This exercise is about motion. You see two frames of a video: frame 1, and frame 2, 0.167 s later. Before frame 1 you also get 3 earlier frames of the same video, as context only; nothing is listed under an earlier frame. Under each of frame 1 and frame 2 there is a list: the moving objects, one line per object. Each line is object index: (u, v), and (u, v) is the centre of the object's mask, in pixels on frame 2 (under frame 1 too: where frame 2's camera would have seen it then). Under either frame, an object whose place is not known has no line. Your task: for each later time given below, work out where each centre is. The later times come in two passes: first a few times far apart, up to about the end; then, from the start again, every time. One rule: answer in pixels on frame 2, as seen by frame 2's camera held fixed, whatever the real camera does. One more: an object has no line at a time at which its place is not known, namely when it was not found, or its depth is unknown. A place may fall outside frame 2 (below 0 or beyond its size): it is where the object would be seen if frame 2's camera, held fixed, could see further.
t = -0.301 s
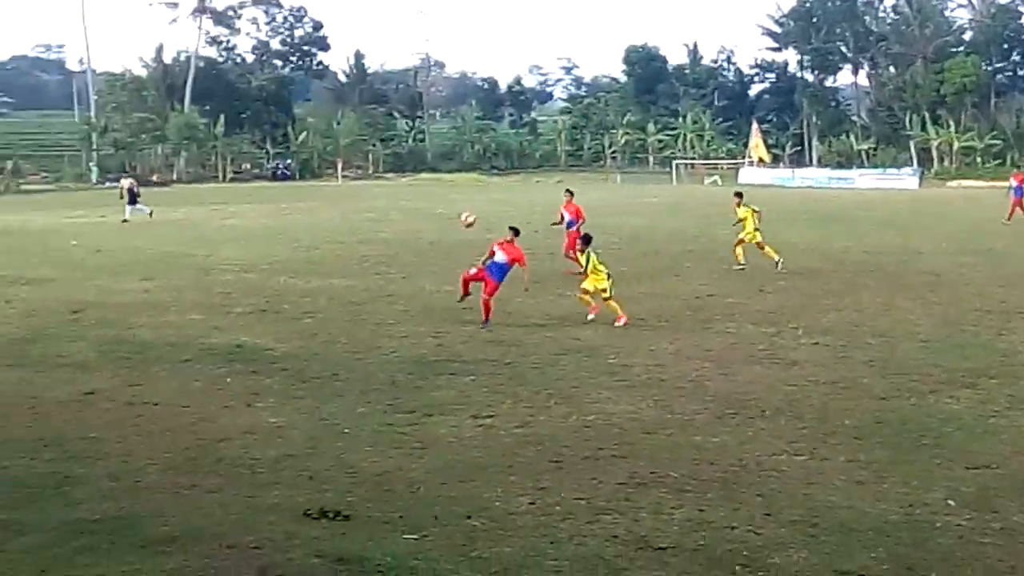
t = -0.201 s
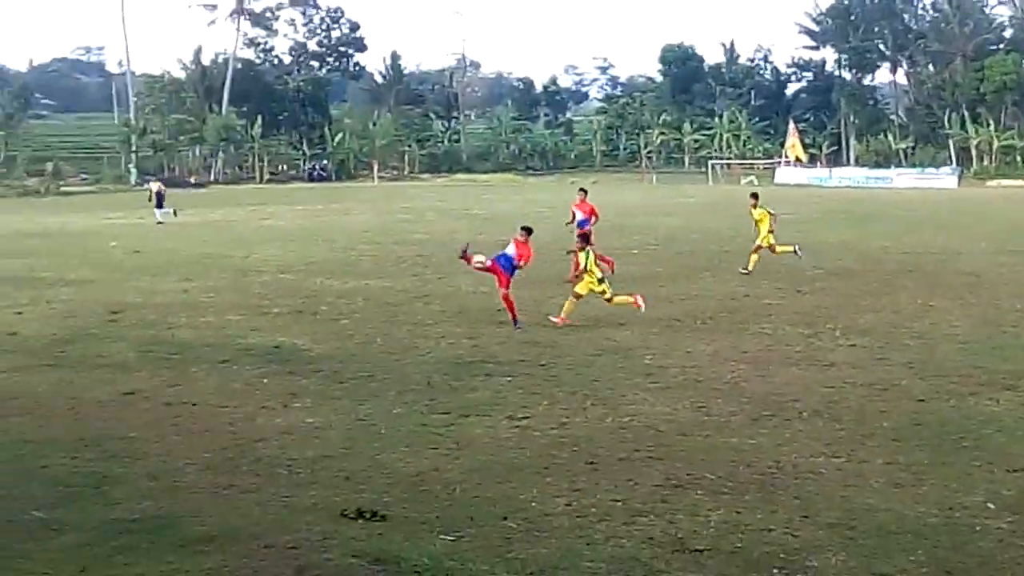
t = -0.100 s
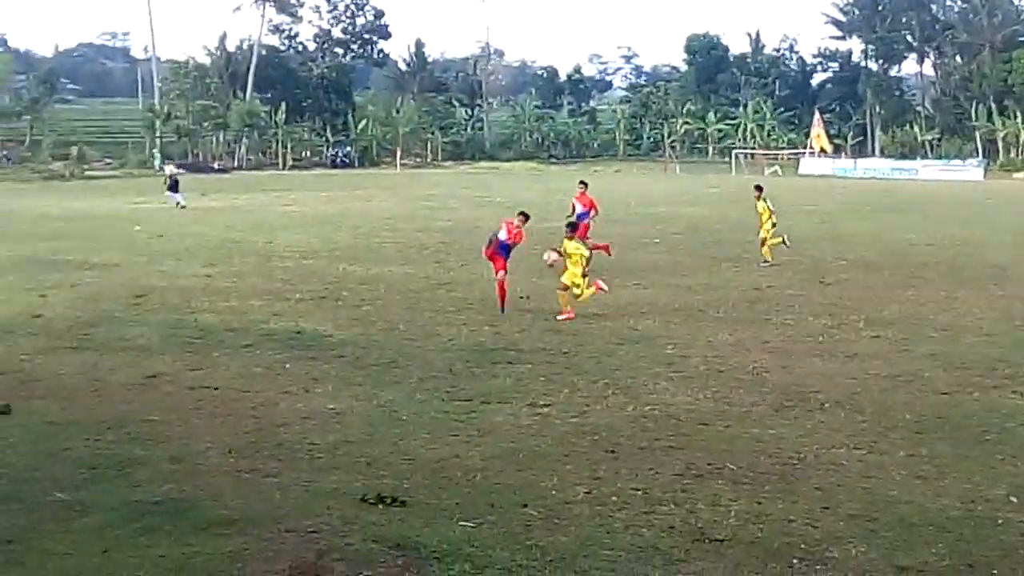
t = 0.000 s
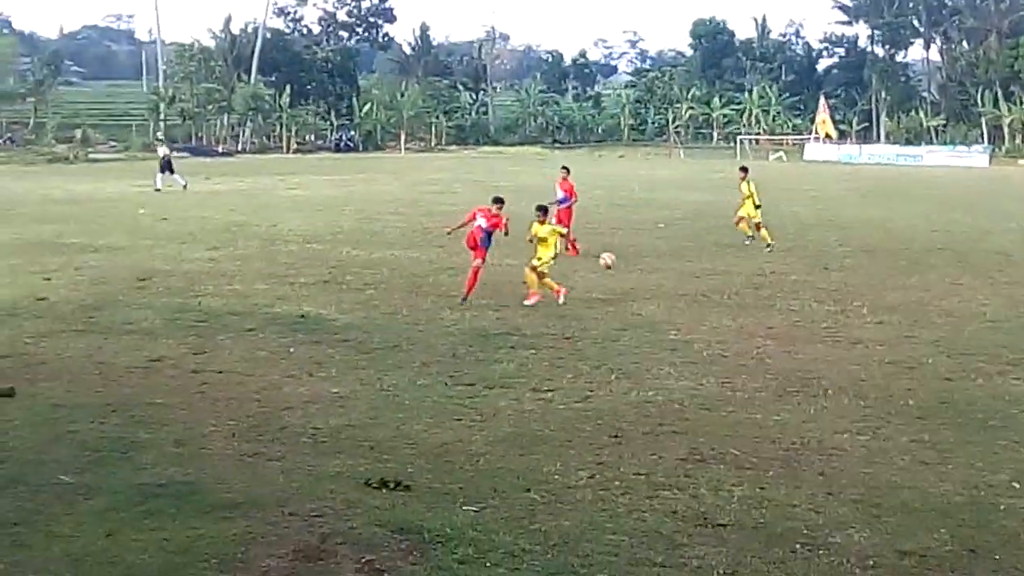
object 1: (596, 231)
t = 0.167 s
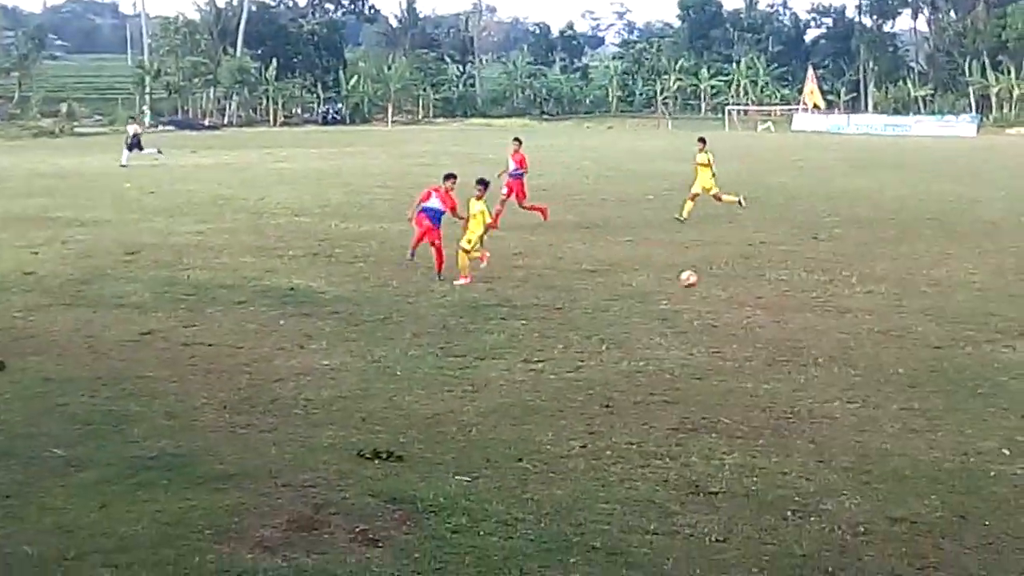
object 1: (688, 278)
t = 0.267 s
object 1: (740, 285)
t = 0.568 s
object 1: (898, 247)
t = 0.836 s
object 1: (1055, 279)
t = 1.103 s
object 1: (1234, 329)
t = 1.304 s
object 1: (1391, 324)
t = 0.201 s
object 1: (707, 291)
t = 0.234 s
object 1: (724, 294)
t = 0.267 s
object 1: (740, 285)
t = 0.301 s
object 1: (757, 277)
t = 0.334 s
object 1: (774, 271)
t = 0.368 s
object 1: (791, 265)
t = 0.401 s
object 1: (808, 260)
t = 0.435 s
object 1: (825, 255)
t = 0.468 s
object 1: (843, 252)
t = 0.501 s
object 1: (861, 249)
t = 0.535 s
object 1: (879, 248)
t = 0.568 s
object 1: (898, 247)
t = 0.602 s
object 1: (917, 247)
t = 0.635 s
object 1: (935, 249)
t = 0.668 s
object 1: (955, 251)
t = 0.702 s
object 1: (974, 255)
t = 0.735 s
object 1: (994, 259)
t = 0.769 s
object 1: (1014, 264)
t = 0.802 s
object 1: (1035, 271)
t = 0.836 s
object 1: (1055, 279)
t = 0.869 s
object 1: (1077, 288)
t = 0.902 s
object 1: (1097, 299)
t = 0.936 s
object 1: (1118, 309)
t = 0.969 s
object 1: (1140, 323)
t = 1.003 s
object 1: (1162, 336)
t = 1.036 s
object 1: (1184, 340)
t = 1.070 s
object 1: (1209, 334)
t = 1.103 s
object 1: (1234, 329)
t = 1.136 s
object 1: (1259, 325)
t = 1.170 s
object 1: (1284, 323)
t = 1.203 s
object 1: (1310, 321)
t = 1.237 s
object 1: (1338, 321)
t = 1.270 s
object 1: (1363, 321)
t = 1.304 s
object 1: (1391, 324)
